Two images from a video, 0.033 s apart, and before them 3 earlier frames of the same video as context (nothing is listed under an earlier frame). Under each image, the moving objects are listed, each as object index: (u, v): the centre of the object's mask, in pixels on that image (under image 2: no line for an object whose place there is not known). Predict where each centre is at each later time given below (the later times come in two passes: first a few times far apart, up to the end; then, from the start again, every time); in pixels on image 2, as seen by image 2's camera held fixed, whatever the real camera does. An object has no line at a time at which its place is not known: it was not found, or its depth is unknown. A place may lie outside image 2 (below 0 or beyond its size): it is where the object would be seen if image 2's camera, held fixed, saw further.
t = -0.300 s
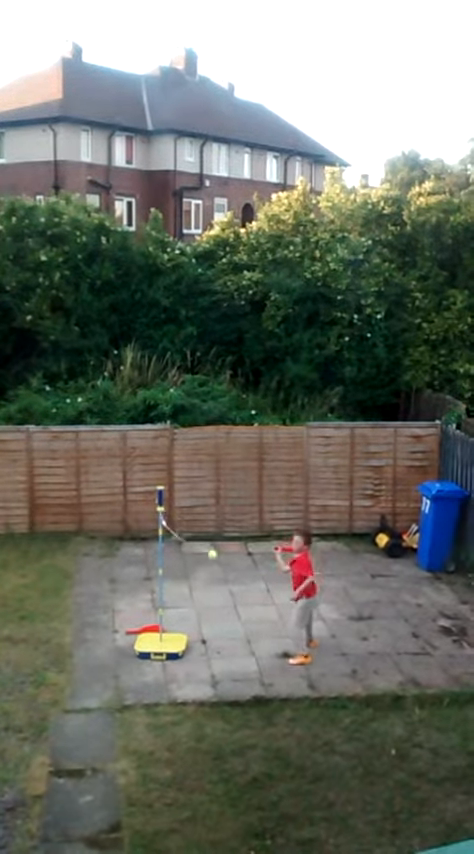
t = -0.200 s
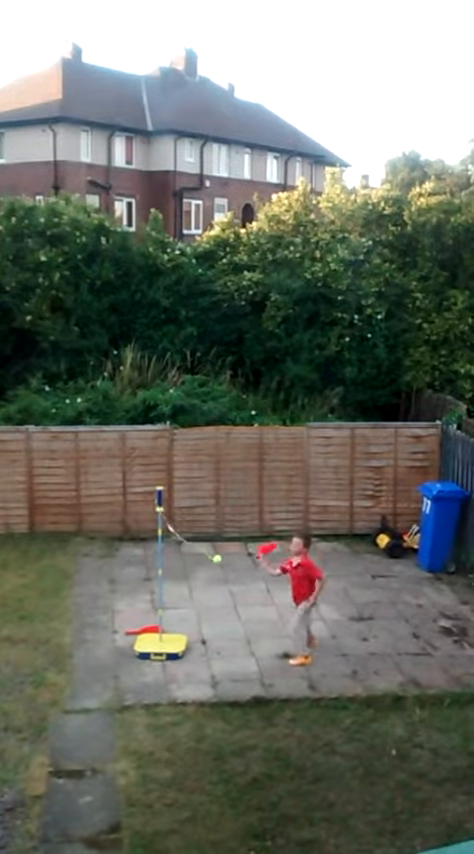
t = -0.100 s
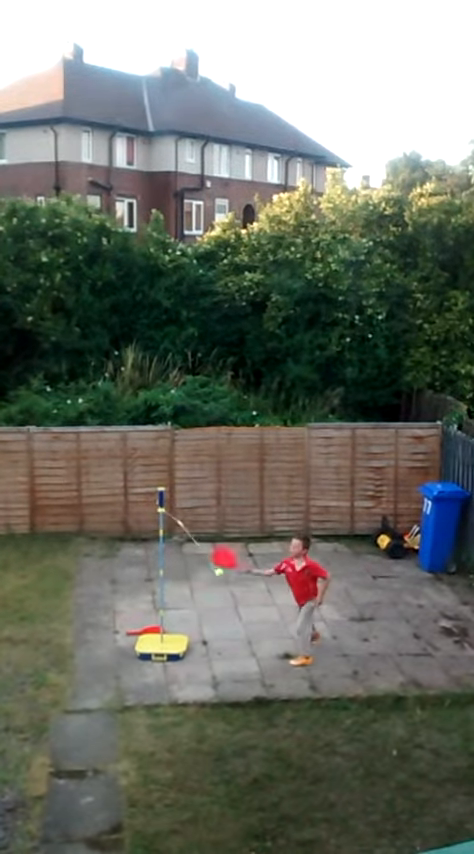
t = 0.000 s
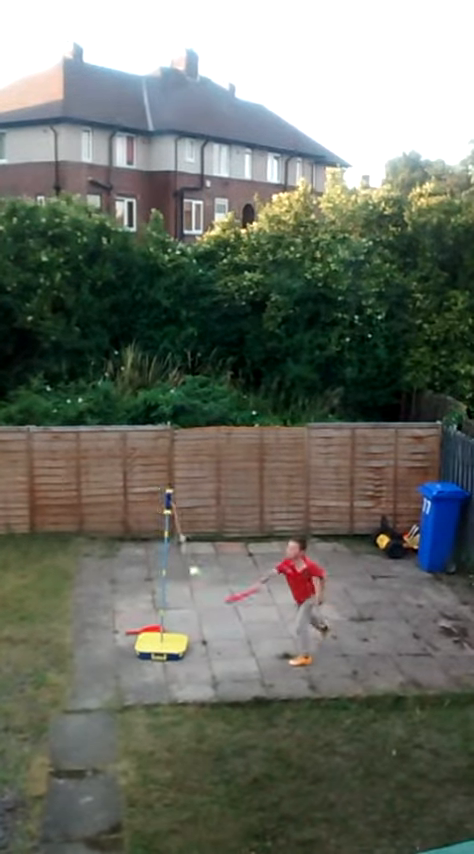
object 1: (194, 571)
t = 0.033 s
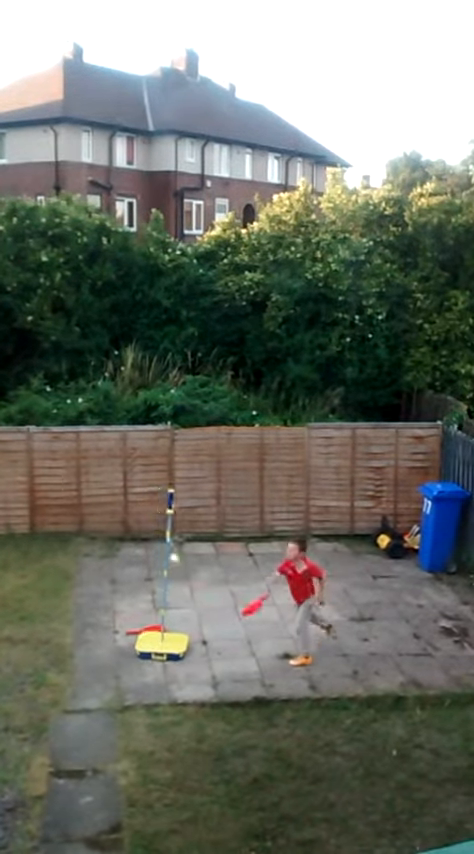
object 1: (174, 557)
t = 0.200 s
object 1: (85, 509)
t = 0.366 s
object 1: (66, 477)
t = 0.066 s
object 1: (155, 547)
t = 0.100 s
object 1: (134, 536)
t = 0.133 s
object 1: (115, 527)
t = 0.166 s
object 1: (95, 518)
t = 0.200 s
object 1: (85, 509)
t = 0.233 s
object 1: (80, 500)
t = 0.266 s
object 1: (76, 492)
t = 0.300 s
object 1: (72, 485)
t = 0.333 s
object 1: (69, 480)
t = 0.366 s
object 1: (66, 477)
